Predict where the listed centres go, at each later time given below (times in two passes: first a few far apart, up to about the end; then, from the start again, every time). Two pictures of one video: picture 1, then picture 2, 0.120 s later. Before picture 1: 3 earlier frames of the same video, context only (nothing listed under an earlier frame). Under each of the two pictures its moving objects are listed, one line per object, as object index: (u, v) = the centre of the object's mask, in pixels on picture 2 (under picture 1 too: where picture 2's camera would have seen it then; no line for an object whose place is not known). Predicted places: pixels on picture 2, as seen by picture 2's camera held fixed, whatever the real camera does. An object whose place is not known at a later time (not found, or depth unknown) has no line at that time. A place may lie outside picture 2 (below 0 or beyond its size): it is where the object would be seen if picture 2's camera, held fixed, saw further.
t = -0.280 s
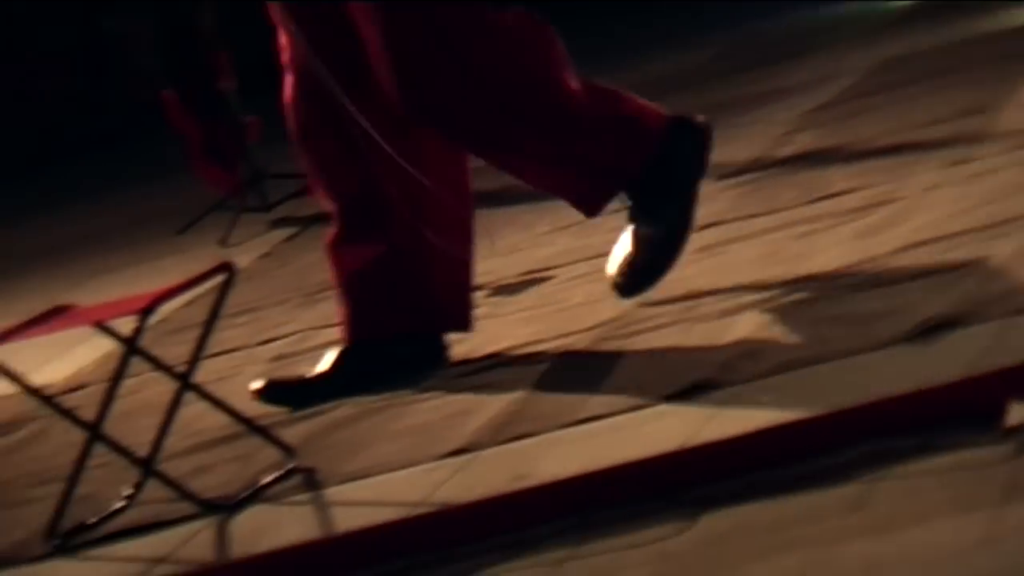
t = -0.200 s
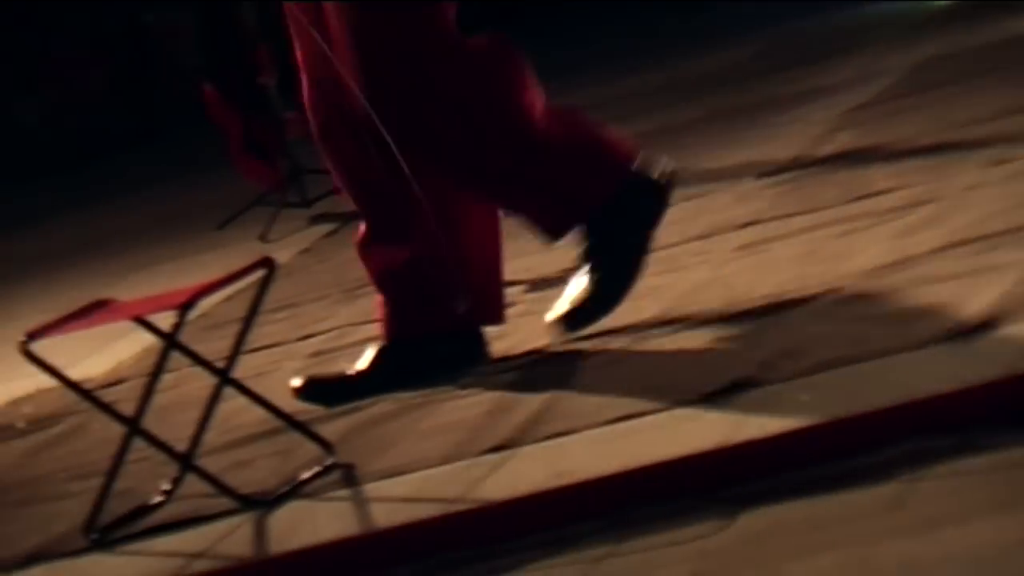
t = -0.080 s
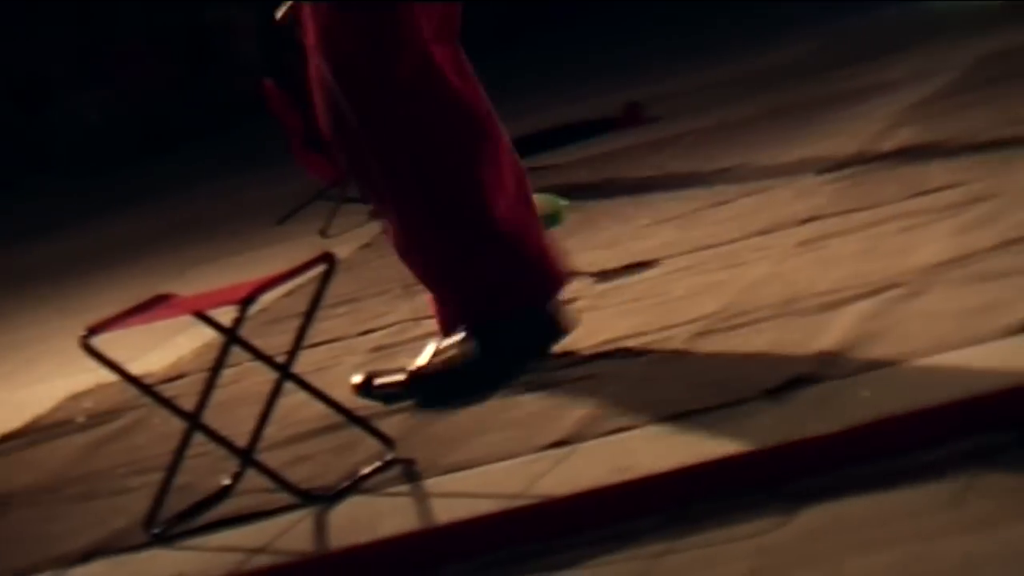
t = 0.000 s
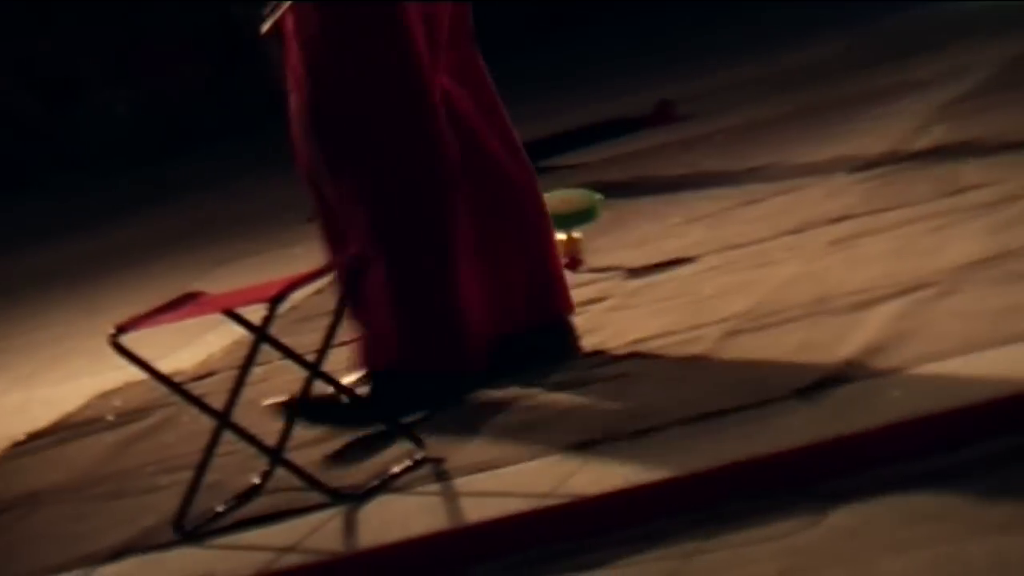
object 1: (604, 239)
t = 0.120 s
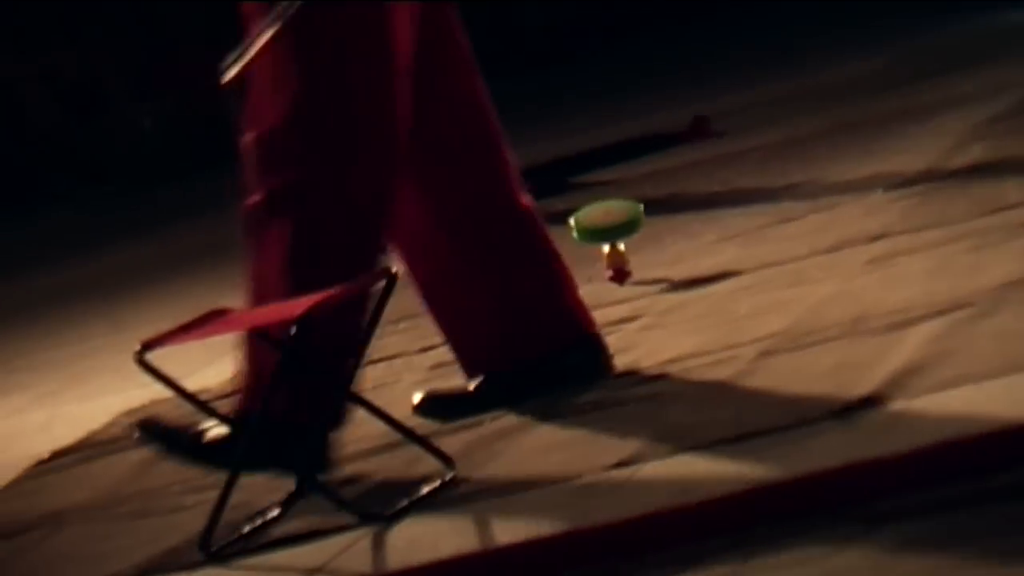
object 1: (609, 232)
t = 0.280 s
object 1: (630, 224)
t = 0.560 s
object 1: (670, 211)
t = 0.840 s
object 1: (706, 201)
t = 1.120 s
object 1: (738, 196)
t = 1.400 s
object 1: (751, 196)
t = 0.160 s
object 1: (614, 229)
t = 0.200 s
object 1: (619, 228)
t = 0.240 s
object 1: (625, 226)
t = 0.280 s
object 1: (630, 224)
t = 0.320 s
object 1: (636, 222)
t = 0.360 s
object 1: (642, 220)
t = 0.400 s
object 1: (647, 218)
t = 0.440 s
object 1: (653, 216)
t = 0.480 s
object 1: (659, 214)
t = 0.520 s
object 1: (664, 212)
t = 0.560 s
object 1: (670, 211)
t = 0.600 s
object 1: (676, 209)
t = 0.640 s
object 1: (682, 208)
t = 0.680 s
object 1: (688, 207)
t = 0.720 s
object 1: (693, 205)
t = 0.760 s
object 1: (697, 204)
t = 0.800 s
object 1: (702, 203)
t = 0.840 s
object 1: (706, 201)
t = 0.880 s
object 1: (711, 201)
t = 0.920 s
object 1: (716, 201)
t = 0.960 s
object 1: (720, 200)
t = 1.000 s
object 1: (726, 200)
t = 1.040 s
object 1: (730, 198)
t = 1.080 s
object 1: (734, 198)
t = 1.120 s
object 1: (738, 196)
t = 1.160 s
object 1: (741, 195)
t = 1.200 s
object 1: (744, 196)
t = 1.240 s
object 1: (747, 196)
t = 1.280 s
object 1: (748, 196)
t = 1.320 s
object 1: (749, 196)
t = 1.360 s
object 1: (751, 196)
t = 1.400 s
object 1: (751, 196)
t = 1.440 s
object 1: (752, 196)
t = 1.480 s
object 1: (752, 196)
